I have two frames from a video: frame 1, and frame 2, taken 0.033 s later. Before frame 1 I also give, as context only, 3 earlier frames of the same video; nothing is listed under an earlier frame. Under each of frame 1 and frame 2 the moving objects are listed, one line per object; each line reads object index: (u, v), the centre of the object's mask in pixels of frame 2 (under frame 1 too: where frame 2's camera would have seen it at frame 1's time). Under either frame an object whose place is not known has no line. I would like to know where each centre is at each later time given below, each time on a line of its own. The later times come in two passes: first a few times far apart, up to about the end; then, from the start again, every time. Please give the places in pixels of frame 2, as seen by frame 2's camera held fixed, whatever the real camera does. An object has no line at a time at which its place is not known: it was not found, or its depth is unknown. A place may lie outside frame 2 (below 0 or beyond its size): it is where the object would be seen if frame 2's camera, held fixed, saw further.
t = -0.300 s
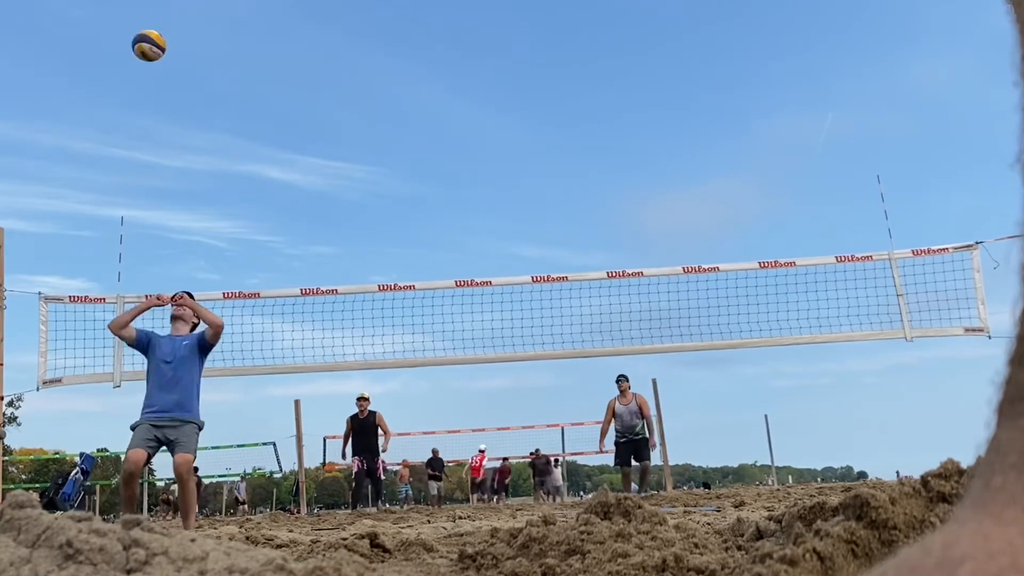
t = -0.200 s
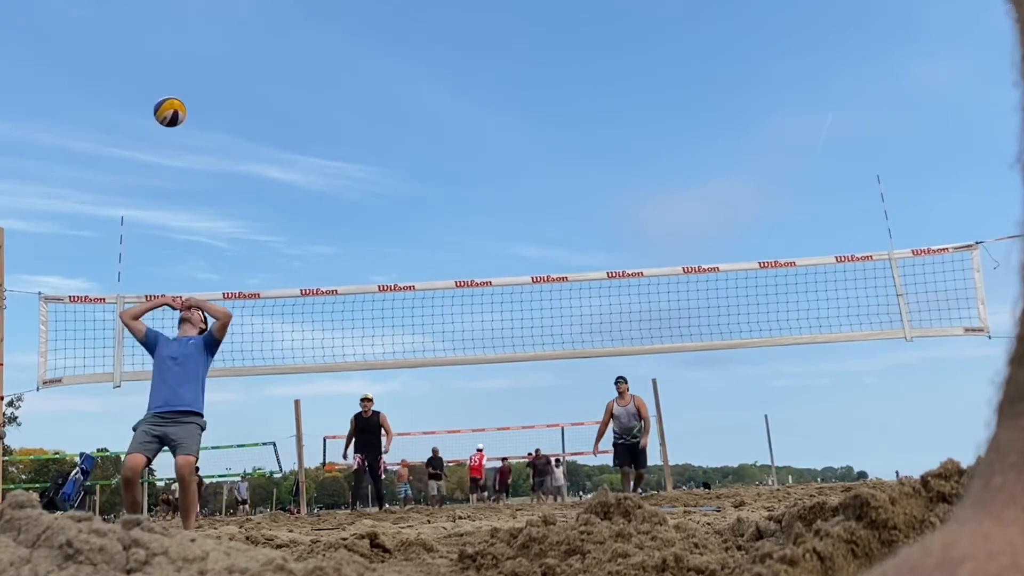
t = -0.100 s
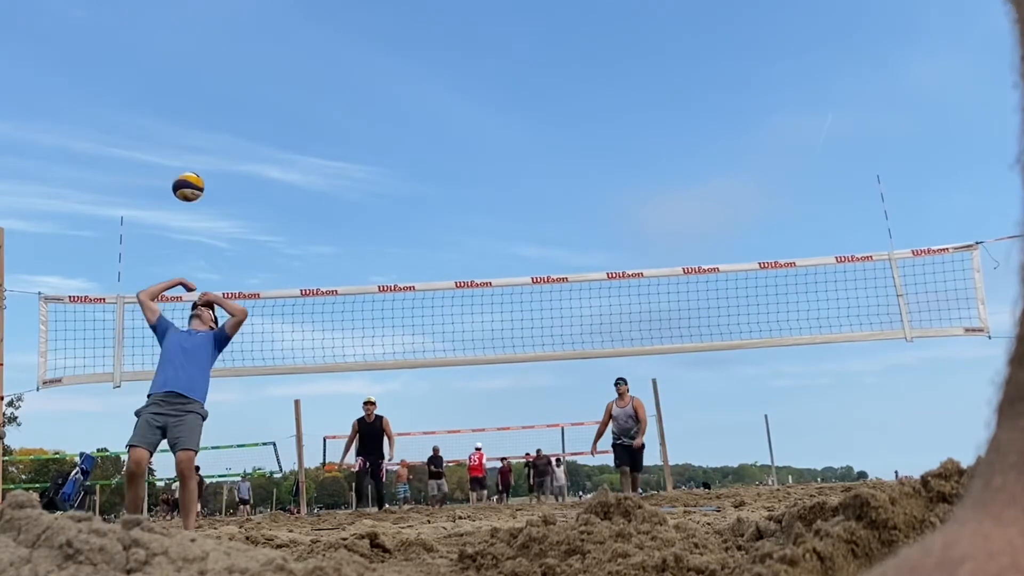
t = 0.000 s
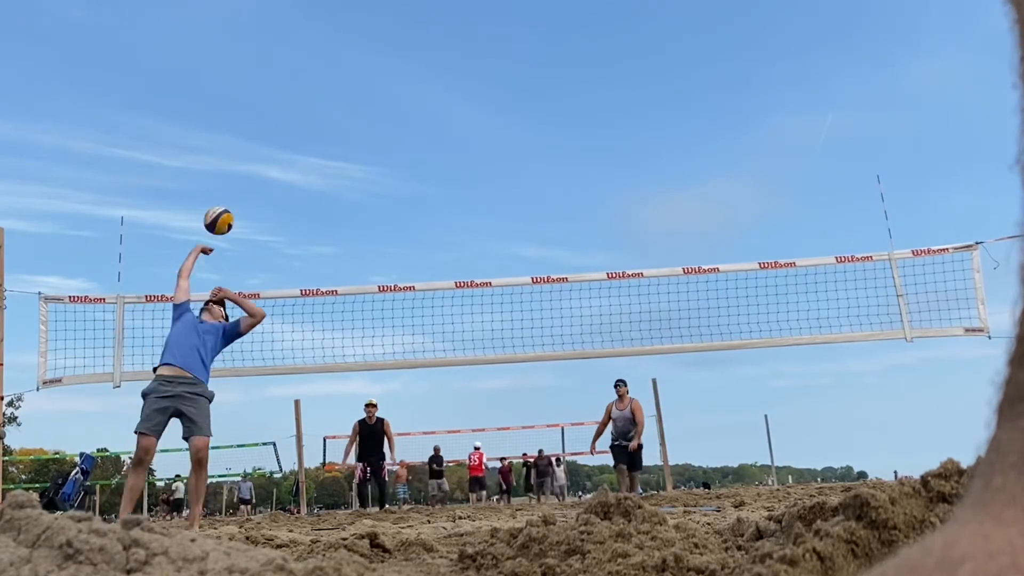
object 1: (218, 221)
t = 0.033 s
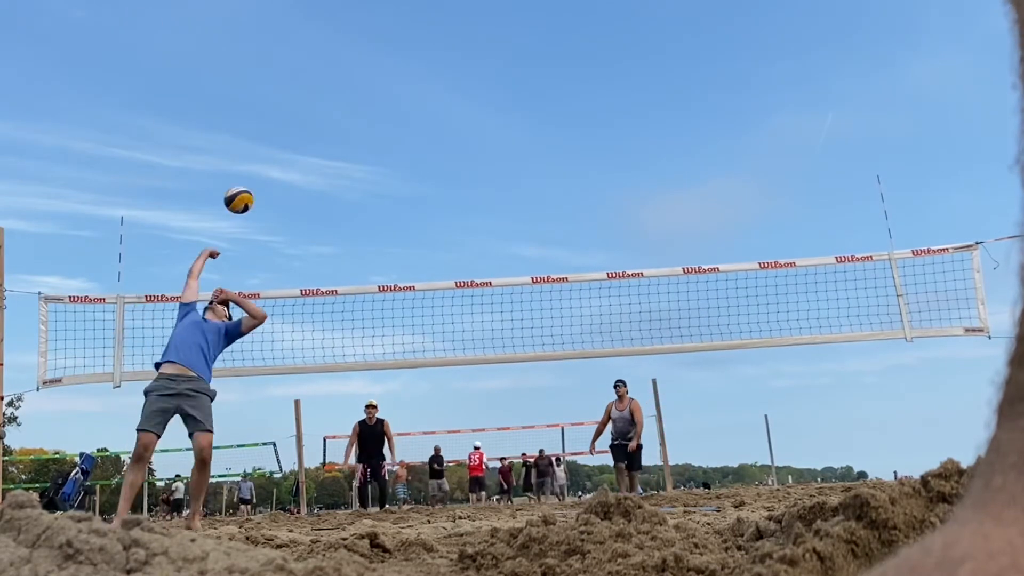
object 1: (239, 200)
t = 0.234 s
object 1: (334, 125)
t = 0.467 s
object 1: (403, 109)
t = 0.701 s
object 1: (457, 141)
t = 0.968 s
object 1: (502, 220)
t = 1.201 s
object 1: (534, 318)
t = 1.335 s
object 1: (550, 387)
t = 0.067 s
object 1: (258, 182)
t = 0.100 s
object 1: (275, 166)
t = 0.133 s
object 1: (291, 153)
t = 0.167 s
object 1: (306, 142)
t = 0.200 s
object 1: (320, 133)
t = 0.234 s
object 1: (334, 125)
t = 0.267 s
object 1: (346, 120)
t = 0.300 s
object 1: (357, 115)
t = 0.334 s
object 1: (366, 111)
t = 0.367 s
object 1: (376, 109)
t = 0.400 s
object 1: (385, 108)
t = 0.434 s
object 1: (394, 108)
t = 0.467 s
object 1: (403, 109)
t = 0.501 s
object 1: (411, 111)
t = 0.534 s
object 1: (420, 114)
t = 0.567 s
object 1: (428, 118)
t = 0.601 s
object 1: (436, 122)
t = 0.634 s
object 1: (443, 128)
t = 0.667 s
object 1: (450, 134)
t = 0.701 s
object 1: (457, 141)
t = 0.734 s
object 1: (464, 149)
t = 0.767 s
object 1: (470, 157)
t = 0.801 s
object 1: (476, 166)
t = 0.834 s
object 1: (482, 176)
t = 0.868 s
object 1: (487, 186)
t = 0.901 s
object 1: (492, 197)
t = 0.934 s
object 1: (497, 208)
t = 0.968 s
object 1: (502, 220)
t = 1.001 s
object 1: (506, 232)
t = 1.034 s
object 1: (511, 245)
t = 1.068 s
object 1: (516, 258)
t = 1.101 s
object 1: (521, 271)
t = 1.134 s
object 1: (525, 290)
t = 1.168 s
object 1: (529, 303)
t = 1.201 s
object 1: (534, 318)
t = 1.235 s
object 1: (538, 334)
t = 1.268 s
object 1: (542, 348)
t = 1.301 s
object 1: (546, 369)
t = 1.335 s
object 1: (550, 387)
